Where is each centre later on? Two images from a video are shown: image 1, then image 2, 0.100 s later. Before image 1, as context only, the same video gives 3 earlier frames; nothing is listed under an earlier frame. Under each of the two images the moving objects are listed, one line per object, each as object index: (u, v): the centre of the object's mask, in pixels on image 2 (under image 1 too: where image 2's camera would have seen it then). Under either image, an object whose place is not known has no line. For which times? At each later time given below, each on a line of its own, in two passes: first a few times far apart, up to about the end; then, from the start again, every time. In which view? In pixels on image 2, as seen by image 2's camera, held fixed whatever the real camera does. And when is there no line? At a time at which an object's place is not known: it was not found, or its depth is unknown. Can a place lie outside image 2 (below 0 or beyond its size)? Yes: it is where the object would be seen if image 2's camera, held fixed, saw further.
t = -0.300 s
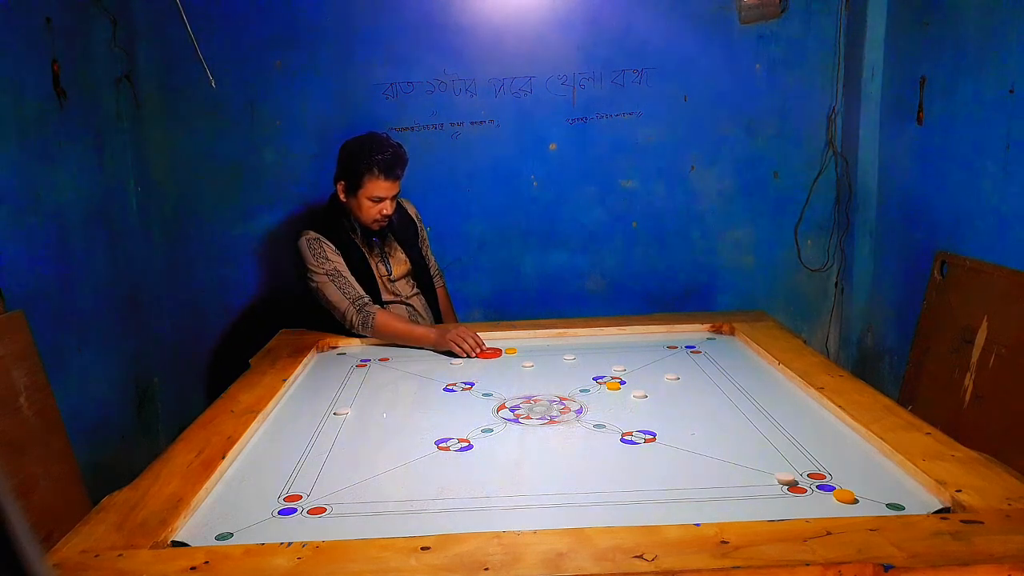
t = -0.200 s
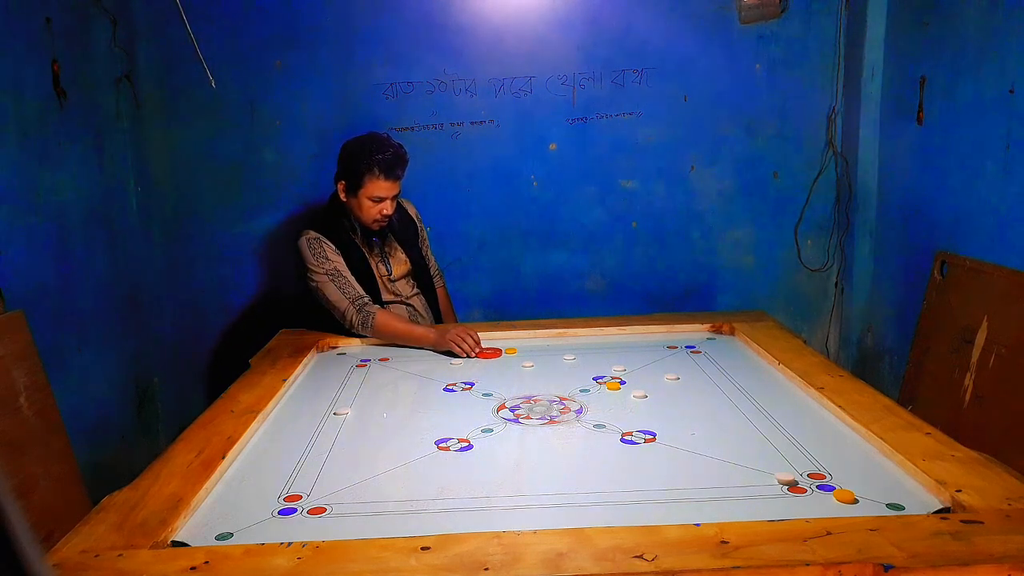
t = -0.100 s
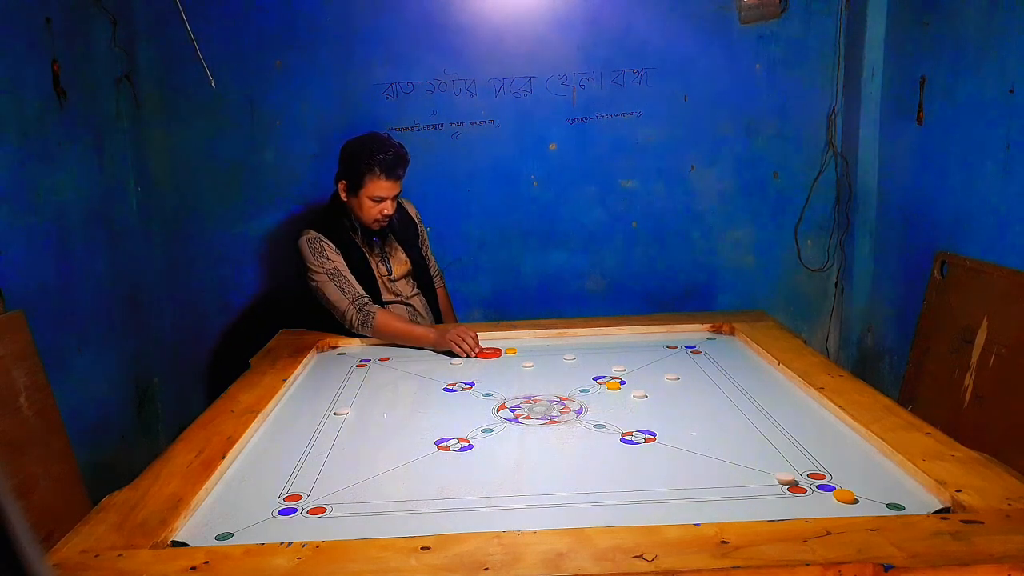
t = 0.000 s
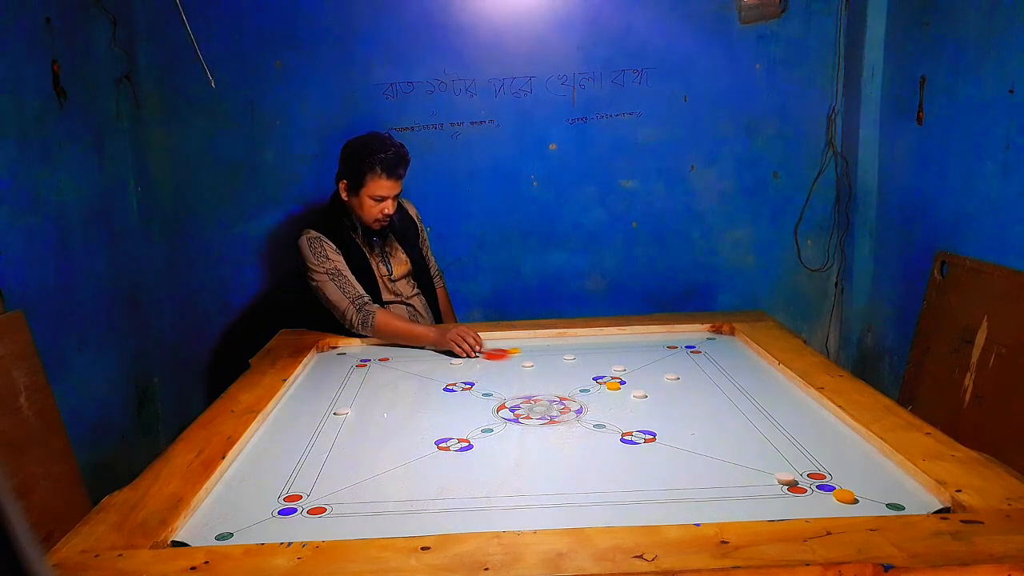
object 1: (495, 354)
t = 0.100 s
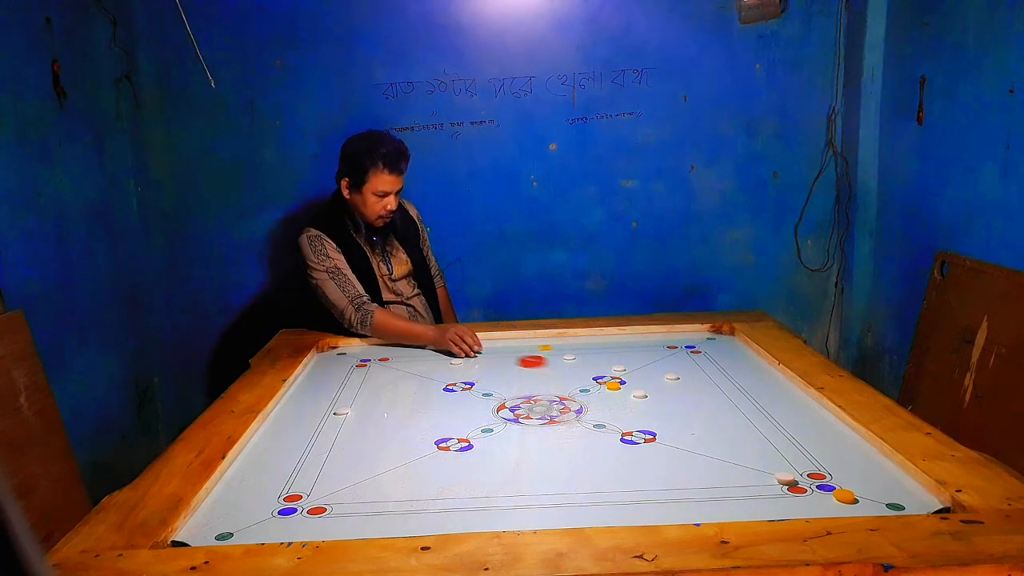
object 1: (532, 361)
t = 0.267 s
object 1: (590, 372)
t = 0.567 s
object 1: (712, 394)
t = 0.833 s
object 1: (803, 415)
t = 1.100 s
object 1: (743, 438)
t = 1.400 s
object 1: (667, 465)
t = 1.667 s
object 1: (594, 490)
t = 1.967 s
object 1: (506, 518)
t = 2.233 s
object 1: (426, 524)
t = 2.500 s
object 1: (357, 518)
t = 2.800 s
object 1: (291, 508)
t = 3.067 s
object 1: (241, 498)
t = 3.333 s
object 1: (261, 482)
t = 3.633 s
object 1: (314, 464)
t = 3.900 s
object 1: (355, 449)
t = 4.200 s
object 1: (396, 434)
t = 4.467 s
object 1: (428, 421)
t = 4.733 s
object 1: (456, 410)
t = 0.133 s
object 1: (543, 363)
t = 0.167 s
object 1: (554, 365)
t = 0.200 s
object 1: (566, 367)
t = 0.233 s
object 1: (577, 369)
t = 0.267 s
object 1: (590, 372)
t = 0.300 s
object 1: (603, 374)
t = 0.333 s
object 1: (616, 376)
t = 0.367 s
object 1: (629, 379)
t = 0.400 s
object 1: (642, 381)
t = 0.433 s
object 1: (655, 384)
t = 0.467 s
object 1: (668, 386)
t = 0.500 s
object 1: (684, 388)
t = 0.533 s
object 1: (698, 391)
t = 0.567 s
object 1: (712, 394)
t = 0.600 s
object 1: (728, 397)
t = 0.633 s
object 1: (743, 399)
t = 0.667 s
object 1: (758, 402)
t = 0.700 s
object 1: (773, 404)
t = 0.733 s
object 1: (789, 407)
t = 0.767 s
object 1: (804, 410)
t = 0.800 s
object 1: (810, 413)
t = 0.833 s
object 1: (803, 415)
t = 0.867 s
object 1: (796, 418)
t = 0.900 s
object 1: (789, 421)
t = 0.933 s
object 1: (781, 424)
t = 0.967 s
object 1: (774, 426)
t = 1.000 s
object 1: (766, 429)
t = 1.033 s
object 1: (758, 432)
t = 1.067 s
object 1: (750, 435)
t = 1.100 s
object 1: (743, 438)
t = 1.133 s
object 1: (734, 441)
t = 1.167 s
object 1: (726, 444)
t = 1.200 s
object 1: (718, 447)
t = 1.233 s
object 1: (710, 449)
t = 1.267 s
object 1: (702, 453)
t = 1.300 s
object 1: (693, 456)
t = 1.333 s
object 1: (685, 459)
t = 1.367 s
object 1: (676, 462)
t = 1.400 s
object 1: (667, 465)
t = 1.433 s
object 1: (658, 468)
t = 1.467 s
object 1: (650, 471)
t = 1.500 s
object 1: (641, 474)
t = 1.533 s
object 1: (632, 477)
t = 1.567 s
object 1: (622, 480)
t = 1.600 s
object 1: (613, 484)
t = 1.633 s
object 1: (604, 487)
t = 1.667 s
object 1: (594, 490)
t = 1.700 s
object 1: (585, 493)
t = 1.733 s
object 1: (575, 496)
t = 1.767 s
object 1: (566, 500)
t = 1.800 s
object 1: (556, 503)
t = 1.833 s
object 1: (546, 506)
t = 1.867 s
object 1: (536, 510)
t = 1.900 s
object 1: (526, 513)
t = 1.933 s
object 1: (517, 516)
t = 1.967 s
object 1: (506, 518)
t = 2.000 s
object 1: (495, 520)
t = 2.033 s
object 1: (485, 522)
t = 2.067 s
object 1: (475, 524)
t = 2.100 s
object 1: (465, 525)
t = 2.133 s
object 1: (456, 525)
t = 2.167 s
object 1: (446, 525)
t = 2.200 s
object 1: (436, 525)
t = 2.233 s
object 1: (426, 524)
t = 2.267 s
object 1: (418, 524)
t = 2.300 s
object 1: (408, 524)
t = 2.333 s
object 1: (399, 523)
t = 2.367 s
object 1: (390, 522)
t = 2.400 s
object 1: (382, 522)
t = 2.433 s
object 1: (374, 520)
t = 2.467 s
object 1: (365, 519)
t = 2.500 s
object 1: (357, 518)
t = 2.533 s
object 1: (349, 517)
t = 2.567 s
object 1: (342, 516)
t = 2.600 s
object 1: (333, 515)
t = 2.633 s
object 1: (327, 513)
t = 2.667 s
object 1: (319, 512)
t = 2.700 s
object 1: (312, 511)
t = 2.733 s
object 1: (305, 510)
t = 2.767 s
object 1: (297, 508)
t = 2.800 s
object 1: (291, 508)
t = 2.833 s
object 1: (284, 506)
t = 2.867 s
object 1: (278, 505)
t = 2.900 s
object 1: (271, 504)
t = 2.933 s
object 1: (264, 503)
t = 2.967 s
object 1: (258, 502)
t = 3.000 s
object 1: (252, 500)
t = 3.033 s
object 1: (246, 499)
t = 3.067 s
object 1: (241, 498)
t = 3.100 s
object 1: (235, 497)
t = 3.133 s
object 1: (229, 495)
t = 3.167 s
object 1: (230, 493)
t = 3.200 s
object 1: (236, 491)
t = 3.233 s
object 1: (243, 489)
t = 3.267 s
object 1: (249, 487)
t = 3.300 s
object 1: (255, 485)
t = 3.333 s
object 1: (261, 482)
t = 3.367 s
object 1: (267, 480)
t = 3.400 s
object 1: (273, 478)
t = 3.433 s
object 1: (279, 476)
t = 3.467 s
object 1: (285, 474)
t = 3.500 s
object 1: (291, 472)
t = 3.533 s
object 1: (297, 470)
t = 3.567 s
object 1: (303, 468)
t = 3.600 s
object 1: (308, 466)
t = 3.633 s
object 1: (314, 464)
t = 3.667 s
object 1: (319, 462)
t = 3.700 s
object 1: (325, 460)
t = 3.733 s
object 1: (330, 459)
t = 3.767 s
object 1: (335, 457)
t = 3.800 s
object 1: (340, 455)
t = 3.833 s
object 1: (345, 453)
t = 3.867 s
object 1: (350, 451)
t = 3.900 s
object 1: (355, 449)
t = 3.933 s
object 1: (360, 447)
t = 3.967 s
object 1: (365, 446)
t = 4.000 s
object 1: (369, 444)
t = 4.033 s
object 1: (374, 442)
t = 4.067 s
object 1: (378, 440)
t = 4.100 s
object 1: (383, 439)
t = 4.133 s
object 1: (387, 437)
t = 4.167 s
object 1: (391, 436)
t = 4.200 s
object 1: (396, 434)
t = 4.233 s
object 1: (400, 432)
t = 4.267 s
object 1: (404, 431)
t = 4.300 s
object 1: (408, 429)
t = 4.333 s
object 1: (412, 428)
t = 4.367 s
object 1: (416, 426)
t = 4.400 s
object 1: (420, 424)
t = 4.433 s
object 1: (424, 423)
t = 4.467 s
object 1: (428, 421)
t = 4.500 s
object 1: (431, 420)
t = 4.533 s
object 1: (435, 419)
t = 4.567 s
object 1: (439, 417)
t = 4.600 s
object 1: (442, 416)
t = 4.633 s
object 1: (446, 414)
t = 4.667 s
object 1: (449, 413)
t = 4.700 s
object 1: (453, 411)
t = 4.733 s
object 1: (456, 410)
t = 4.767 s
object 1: (459, 409)
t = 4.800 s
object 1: (463, 407)
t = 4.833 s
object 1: (466, 406)
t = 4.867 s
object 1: (469, 405)
